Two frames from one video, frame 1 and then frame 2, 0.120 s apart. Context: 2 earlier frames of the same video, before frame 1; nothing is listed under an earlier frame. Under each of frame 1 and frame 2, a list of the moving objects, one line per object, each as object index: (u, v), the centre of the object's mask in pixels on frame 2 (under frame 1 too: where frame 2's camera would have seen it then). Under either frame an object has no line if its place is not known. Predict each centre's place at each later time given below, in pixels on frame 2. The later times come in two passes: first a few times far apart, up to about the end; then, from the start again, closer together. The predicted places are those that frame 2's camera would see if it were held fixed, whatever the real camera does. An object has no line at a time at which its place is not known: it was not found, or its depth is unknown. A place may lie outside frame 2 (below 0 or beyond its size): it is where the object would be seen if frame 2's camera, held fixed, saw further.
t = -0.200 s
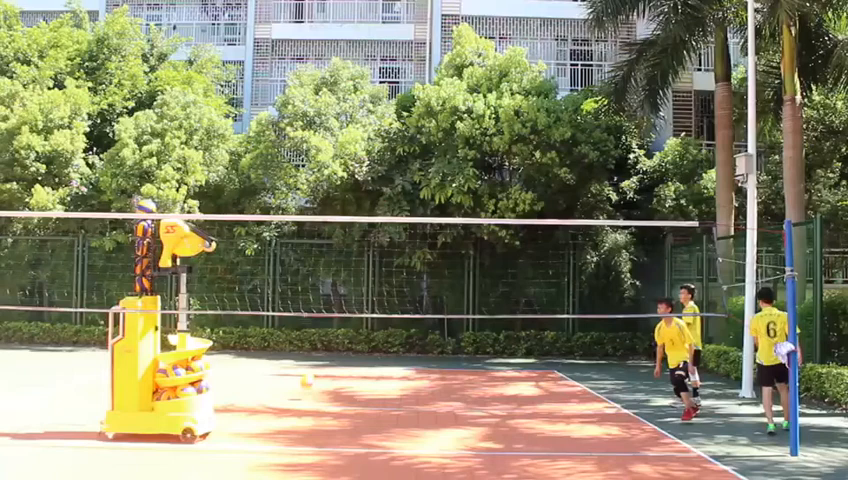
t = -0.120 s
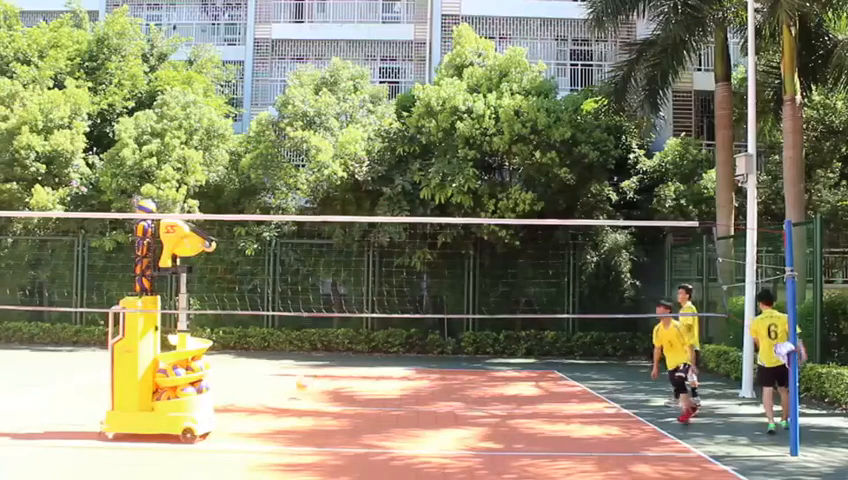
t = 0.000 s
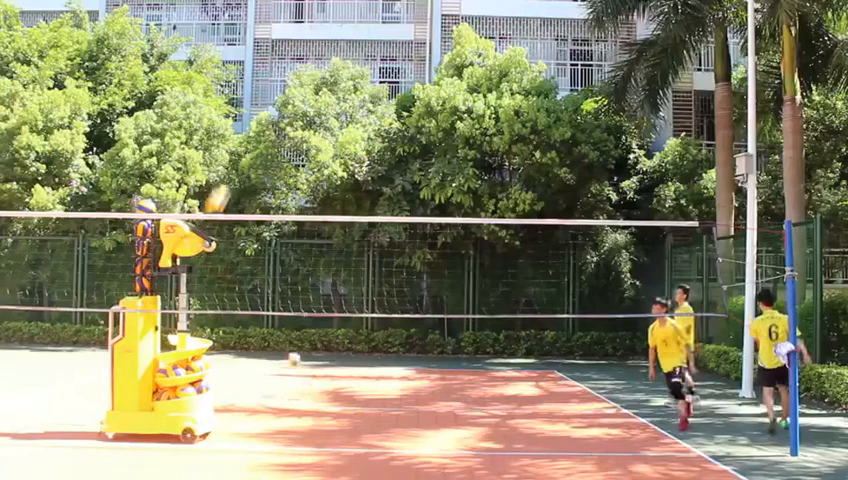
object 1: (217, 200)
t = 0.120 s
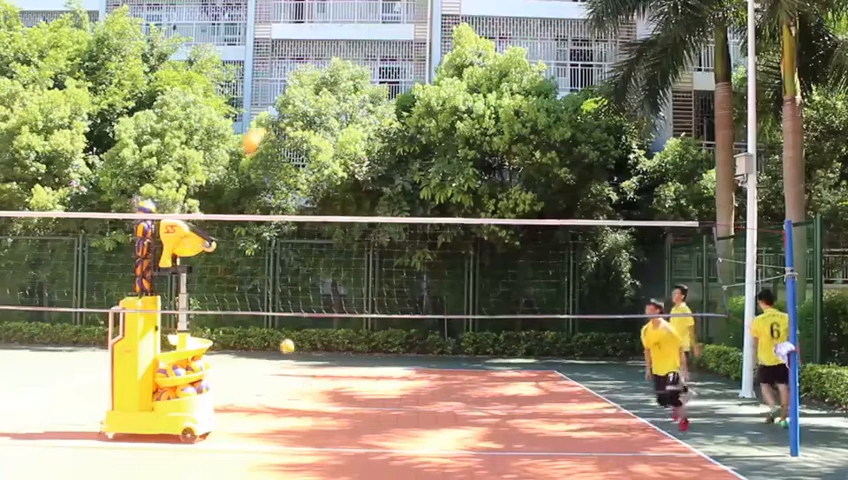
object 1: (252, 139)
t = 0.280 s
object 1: (297, 82)
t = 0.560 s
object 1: (369, 33)
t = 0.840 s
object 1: (435, 51)
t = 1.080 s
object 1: (489, 123)
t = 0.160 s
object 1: (264, 123)
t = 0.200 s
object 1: (277, 105)
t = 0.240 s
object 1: (286, 96)
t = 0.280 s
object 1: (297, 82)
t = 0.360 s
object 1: (319, 57)
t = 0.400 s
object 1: (329, 49)
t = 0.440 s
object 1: (340, 44)
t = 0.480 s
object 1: (349, 39)
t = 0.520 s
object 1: (359, 35)
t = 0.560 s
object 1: (369, 33)
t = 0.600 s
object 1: (378, 32)
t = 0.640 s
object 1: (388, 31)
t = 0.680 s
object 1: (398, 33)
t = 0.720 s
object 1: (407, 35)
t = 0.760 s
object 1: (416, 40)
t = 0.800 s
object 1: (426, 45)
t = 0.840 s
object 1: (435, 51)
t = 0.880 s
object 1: (445, 60)
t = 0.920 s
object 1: (454, 69)
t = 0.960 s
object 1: (464, 80)
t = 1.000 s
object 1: (472, 93)
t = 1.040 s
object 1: (482, 105)
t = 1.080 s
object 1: (489, 123)
